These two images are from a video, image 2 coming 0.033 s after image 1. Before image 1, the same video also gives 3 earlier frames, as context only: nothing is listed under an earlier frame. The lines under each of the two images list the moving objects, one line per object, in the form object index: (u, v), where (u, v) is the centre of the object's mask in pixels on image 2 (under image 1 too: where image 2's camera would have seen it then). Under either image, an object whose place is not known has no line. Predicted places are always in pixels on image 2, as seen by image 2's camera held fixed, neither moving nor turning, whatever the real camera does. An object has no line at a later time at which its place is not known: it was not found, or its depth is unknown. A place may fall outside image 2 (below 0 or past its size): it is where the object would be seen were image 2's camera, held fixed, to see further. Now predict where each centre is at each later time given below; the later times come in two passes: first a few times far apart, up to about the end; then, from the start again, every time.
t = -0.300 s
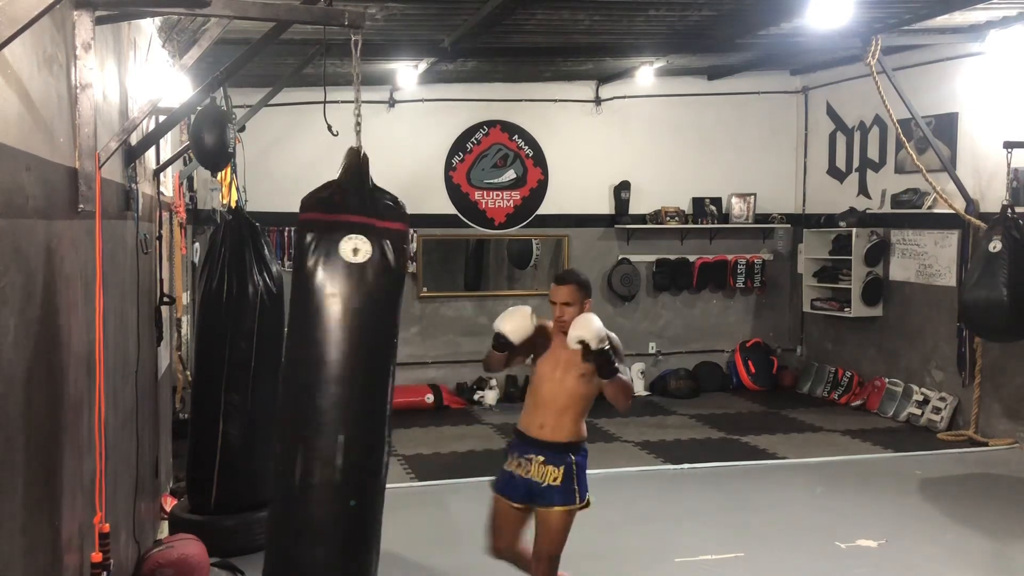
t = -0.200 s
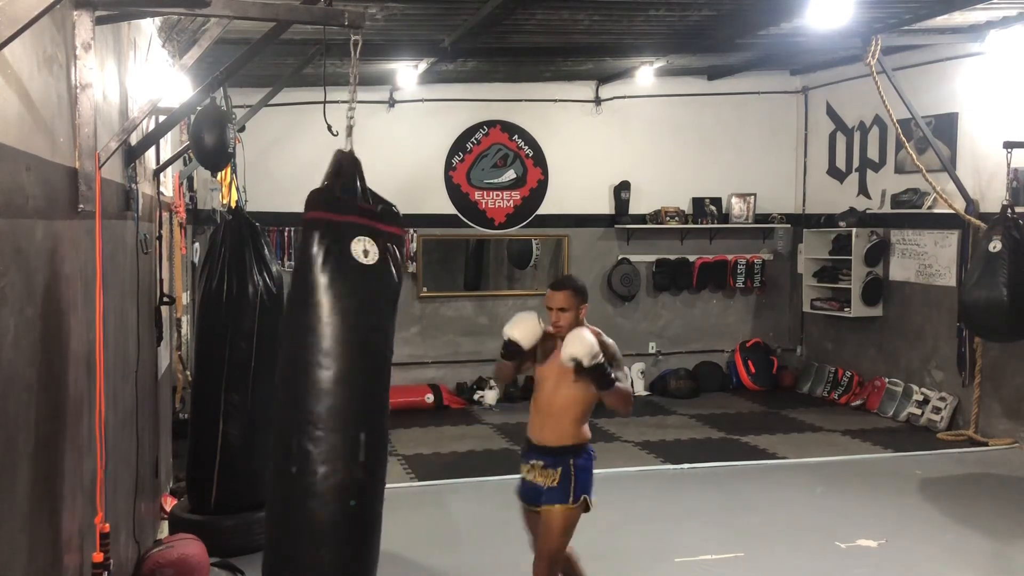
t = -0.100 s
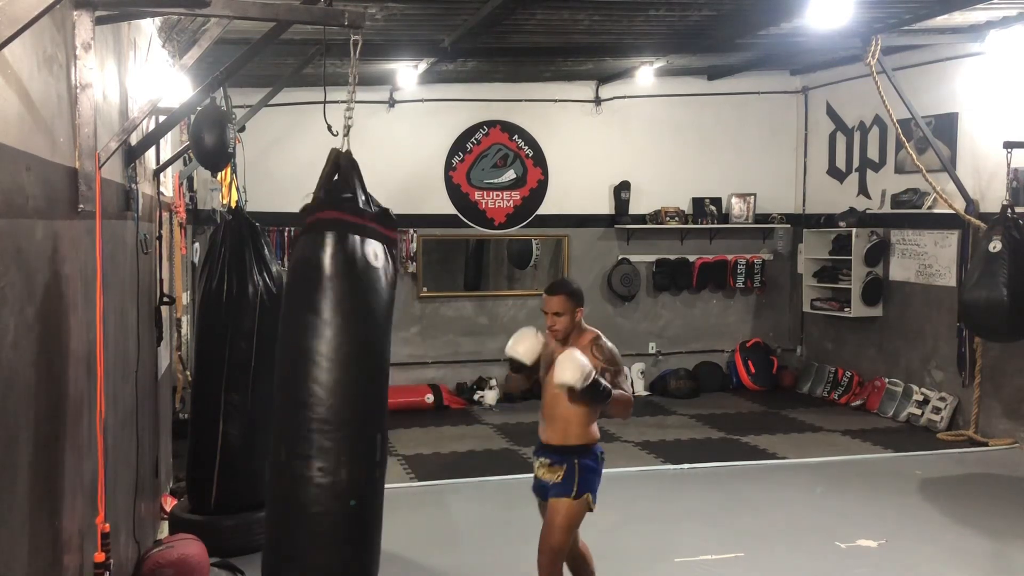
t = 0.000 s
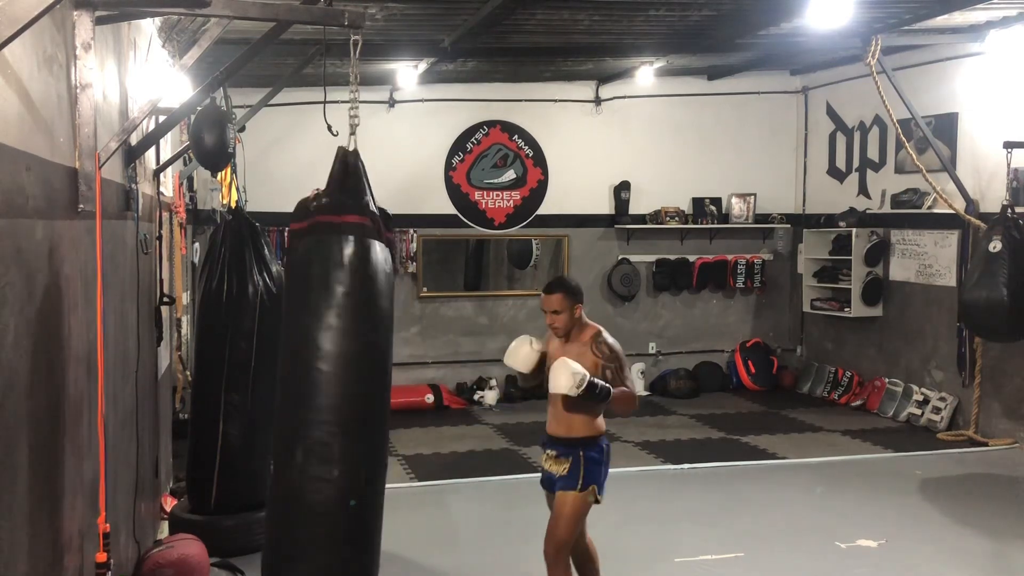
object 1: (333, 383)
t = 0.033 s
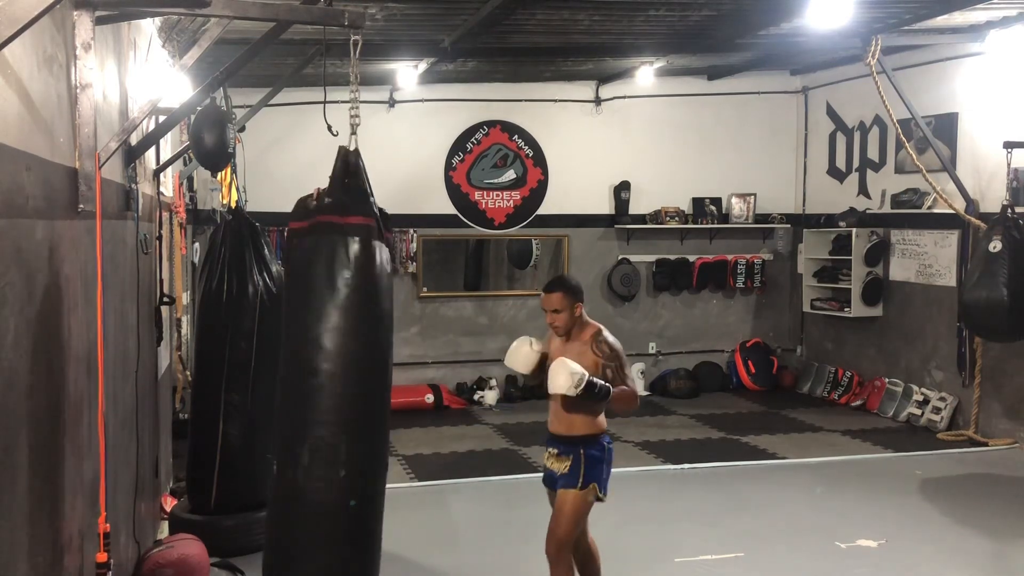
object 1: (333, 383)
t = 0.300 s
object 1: (342, 383)
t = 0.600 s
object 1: (359, 371)
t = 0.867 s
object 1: (372, 358)
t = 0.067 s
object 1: (333, 384)
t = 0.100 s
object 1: (334, 384)
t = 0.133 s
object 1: (334, 384)
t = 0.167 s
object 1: (335, 384)
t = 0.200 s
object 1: (336, 383)
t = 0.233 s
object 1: (338, 383)
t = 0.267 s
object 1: (340, 384)
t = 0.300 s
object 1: (342, 383)
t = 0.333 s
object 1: (344, 381)
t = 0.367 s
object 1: (345, 382)
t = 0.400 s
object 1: (346, 381)
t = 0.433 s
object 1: (348, 381)
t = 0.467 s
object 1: (350, 380)
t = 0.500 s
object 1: (352, 378)
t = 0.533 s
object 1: (354, 376)
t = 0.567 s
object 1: (356, 373)
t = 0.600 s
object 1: (359, 371)
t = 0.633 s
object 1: (361, 368)
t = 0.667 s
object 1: (363, 366)
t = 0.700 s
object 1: (364, 363)
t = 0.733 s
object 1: (366, 361)
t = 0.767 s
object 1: (368, 360)
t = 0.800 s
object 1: (369, 358)
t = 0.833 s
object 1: (371, 358)
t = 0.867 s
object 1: (372, 358)
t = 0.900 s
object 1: (373, 357)
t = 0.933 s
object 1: (374, 357)
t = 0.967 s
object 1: (376, 358)
